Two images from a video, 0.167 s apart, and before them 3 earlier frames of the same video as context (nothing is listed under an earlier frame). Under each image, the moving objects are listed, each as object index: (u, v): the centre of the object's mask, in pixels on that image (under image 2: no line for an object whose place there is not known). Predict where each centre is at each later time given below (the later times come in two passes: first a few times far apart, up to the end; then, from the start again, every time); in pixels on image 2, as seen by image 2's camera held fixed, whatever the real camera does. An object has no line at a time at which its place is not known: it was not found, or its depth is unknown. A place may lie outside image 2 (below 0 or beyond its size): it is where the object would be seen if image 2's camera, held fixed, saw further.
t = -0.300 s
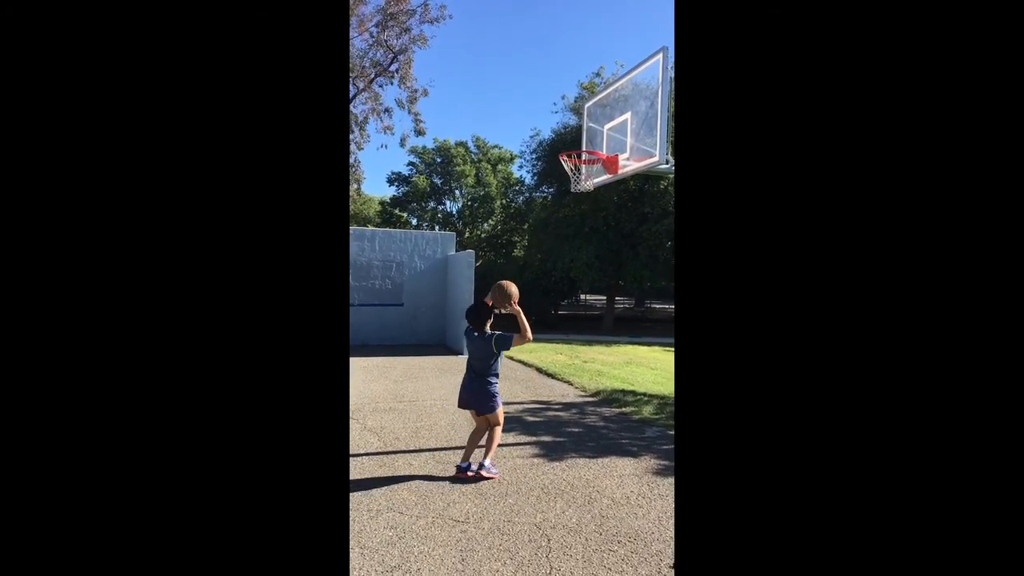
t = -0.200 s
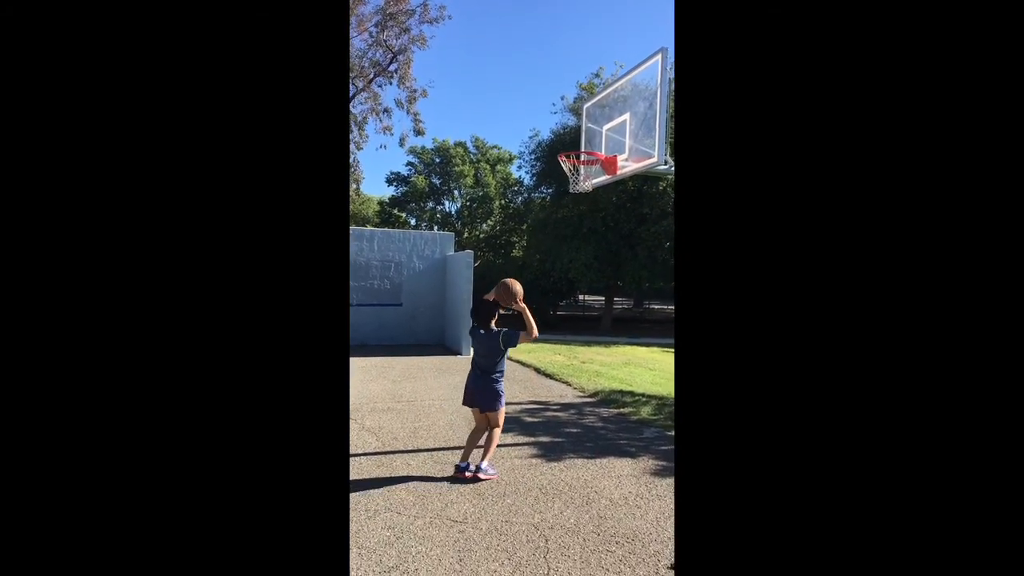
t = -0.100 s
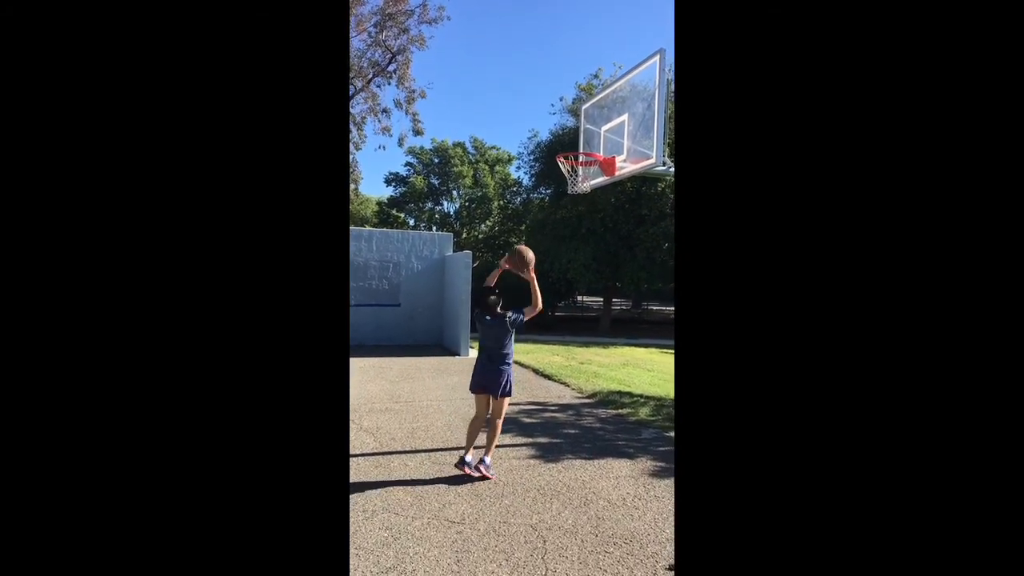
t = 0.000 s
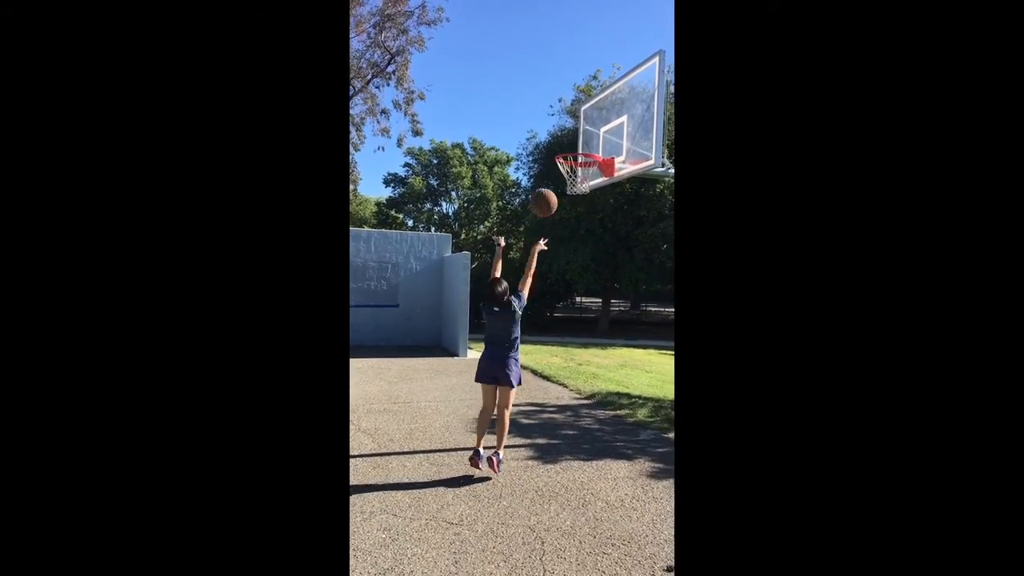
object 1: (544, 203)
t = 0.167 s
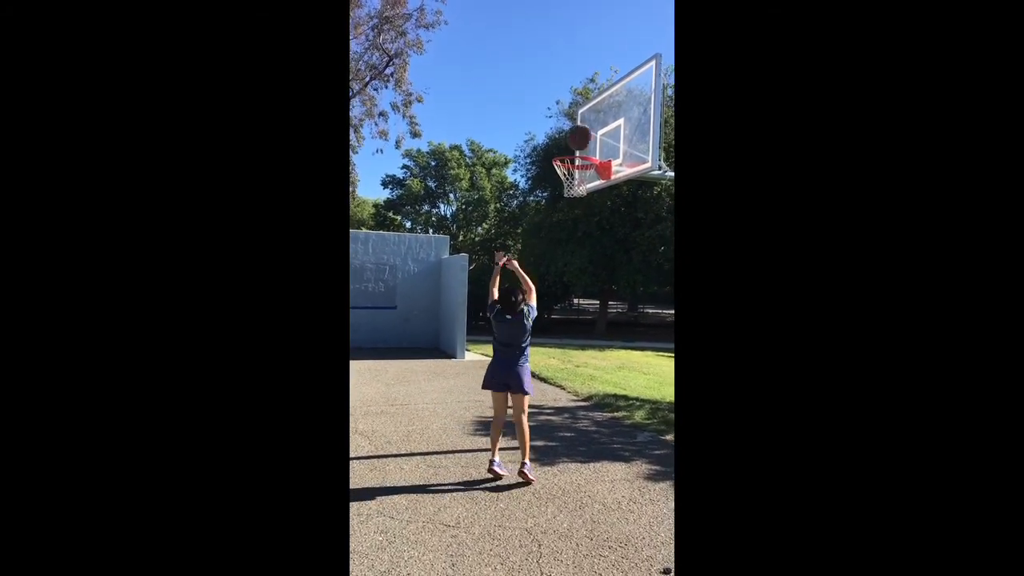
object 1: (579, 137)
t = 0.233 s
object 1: (593, 120)
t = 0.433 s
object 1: (617, 98)
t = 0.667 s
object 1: (576, 115)
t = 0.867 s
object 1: (542, 176)
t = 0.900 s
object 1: (536, 189)
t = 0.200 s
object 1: (587, 127)
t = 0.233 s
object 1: (593, 120)
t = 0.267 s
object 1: (600, 114)
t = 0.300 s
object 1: (606, 108)
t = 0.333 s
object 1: (612, 104)
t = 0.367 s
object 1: (619, 101)
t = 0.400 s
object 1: (623, 100)
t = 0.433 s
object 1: (617, 98)
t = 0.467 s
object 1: (611, 97)
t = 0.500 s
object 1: (606, 97)
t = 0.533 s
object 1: (600, 99)
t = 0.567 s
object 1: (594, 101)
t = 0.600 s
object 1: (588, 105)
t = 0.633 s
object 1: (582, 110)
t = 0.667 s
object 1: (576, 115)
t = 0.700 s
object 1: (571, 122)
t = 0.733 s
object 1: (565, 131)
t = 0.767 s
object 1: (559, 141)
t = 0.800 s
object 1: (553, 151)
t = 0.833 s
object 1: (547, 163)
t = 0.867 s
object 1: (542, 176)
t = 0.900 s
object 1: (536, 189)
